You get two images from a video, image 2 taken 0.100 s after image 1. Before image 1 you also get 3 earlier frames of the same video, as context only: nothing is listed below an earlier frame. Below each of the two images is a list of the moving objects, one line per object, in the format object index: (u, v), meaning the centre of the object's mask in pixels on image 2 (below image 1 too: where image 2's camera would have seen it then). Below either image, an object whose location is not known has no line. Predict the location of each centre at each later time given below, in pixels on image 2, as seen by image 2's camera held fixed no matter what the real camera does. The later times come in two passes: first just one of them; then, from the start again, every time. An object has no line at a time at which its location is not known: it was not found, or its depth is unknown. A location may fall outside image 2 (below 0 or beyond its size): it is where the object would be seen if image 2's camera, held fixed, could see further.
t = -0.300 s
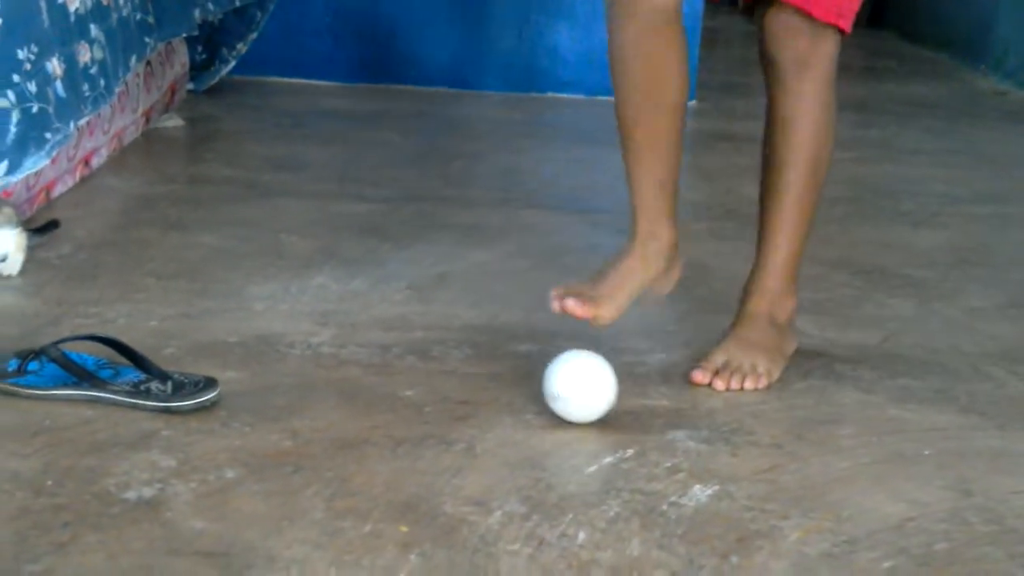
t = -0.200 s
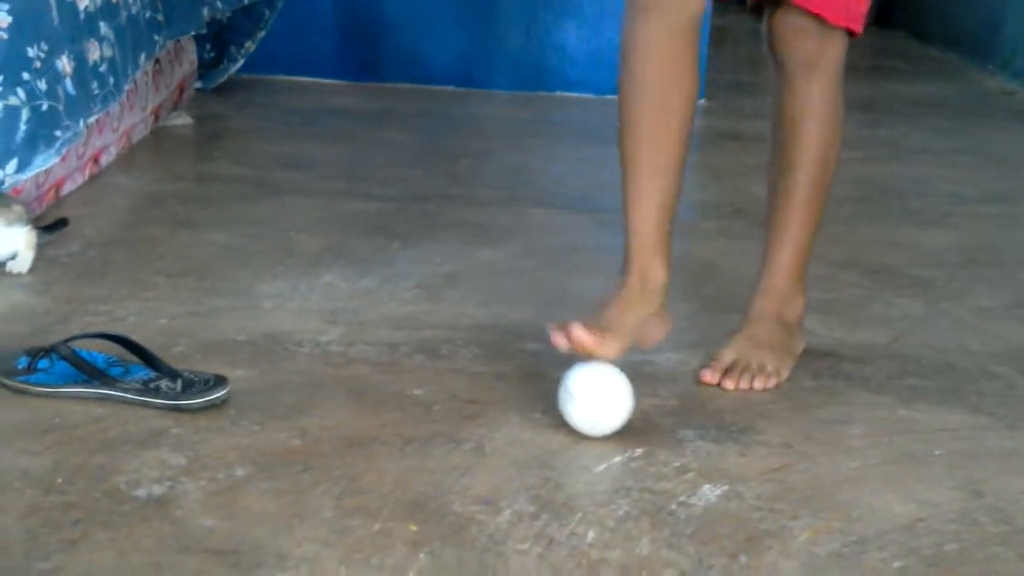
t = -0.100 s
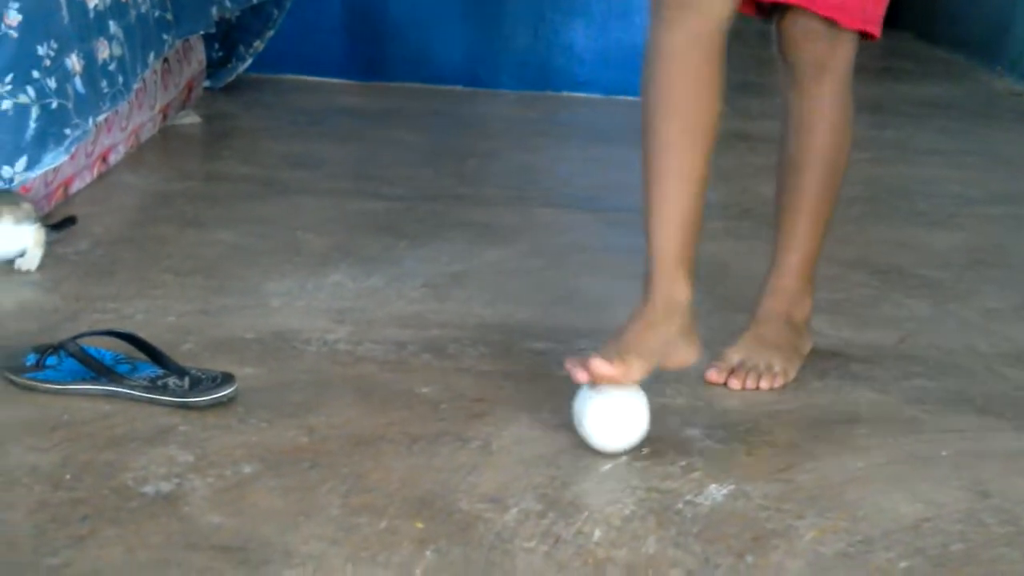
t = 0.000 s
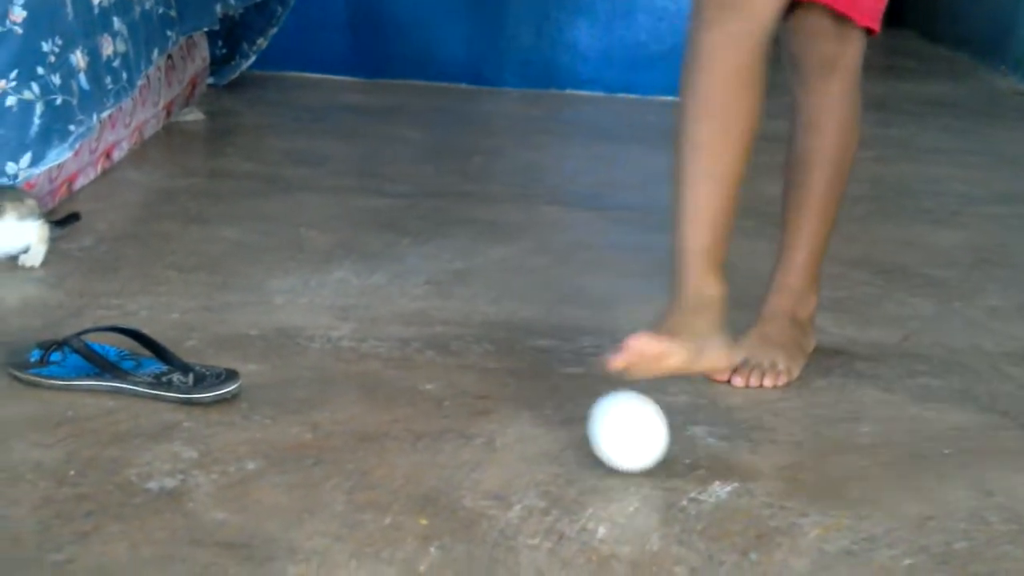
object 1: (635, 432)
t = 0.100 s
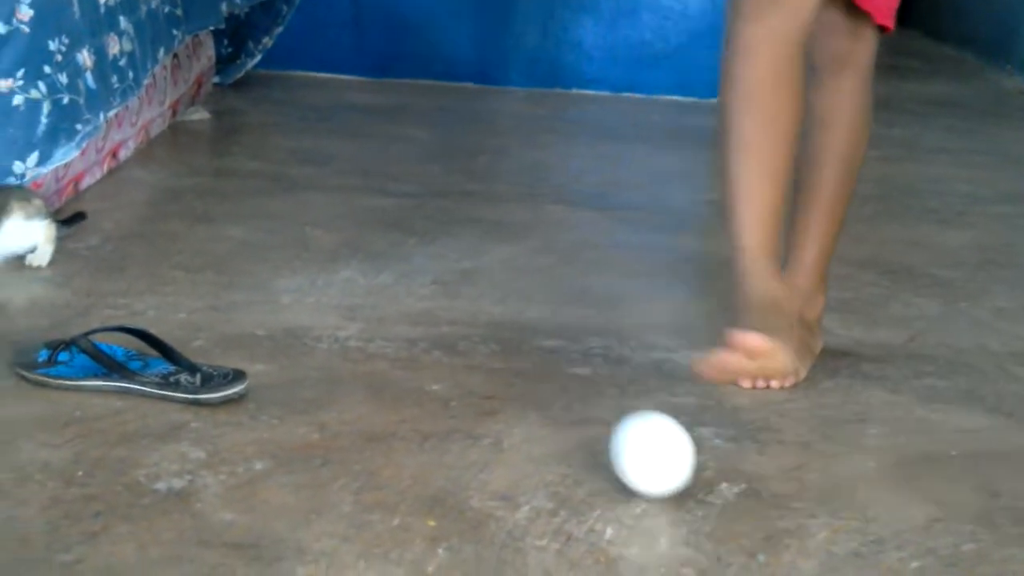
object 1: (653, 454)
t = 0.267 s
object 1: (680, 493)
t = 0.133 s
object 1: (658, 462)
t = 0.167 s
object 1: (663, 469)
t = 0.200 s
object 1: (669, 477)
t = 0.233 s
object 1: (674, 486)
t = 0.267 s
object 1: (680, 493)
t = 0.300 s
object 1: (686, 501)
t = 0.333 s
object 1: (693, 510)
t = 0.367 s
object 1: (700, 516)
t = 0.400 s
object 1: (706, 520)
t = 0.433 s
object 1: (714, 526)
